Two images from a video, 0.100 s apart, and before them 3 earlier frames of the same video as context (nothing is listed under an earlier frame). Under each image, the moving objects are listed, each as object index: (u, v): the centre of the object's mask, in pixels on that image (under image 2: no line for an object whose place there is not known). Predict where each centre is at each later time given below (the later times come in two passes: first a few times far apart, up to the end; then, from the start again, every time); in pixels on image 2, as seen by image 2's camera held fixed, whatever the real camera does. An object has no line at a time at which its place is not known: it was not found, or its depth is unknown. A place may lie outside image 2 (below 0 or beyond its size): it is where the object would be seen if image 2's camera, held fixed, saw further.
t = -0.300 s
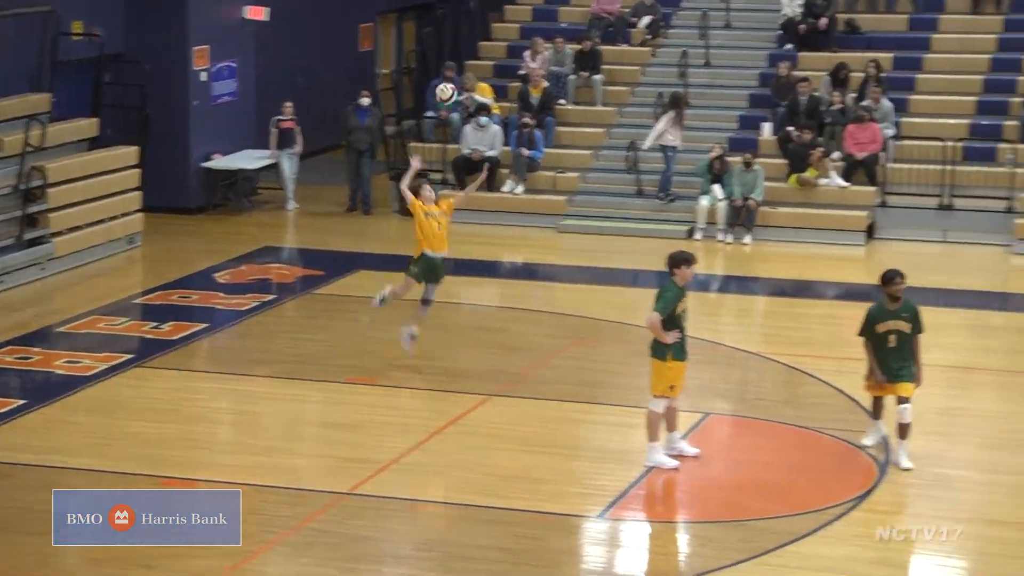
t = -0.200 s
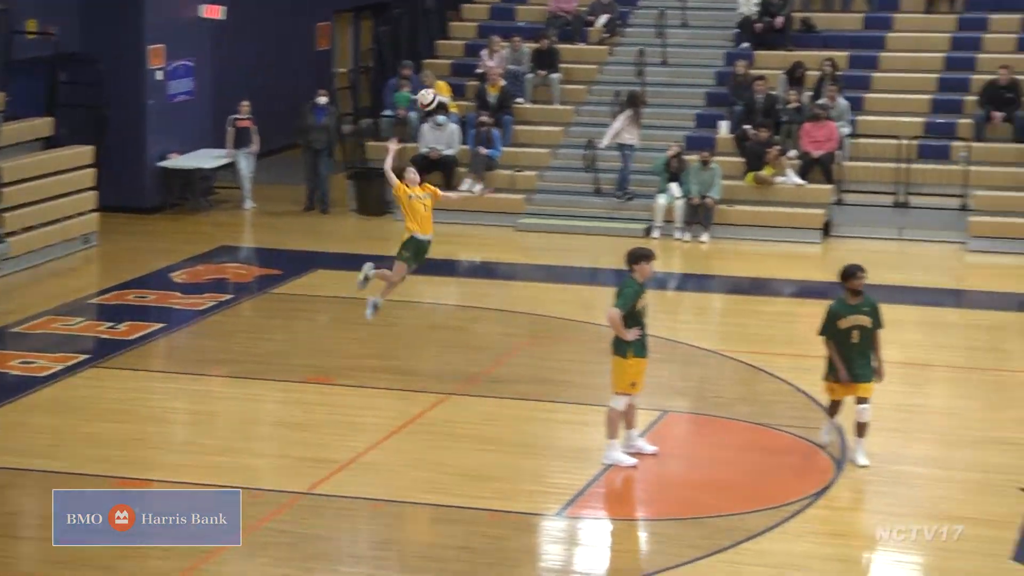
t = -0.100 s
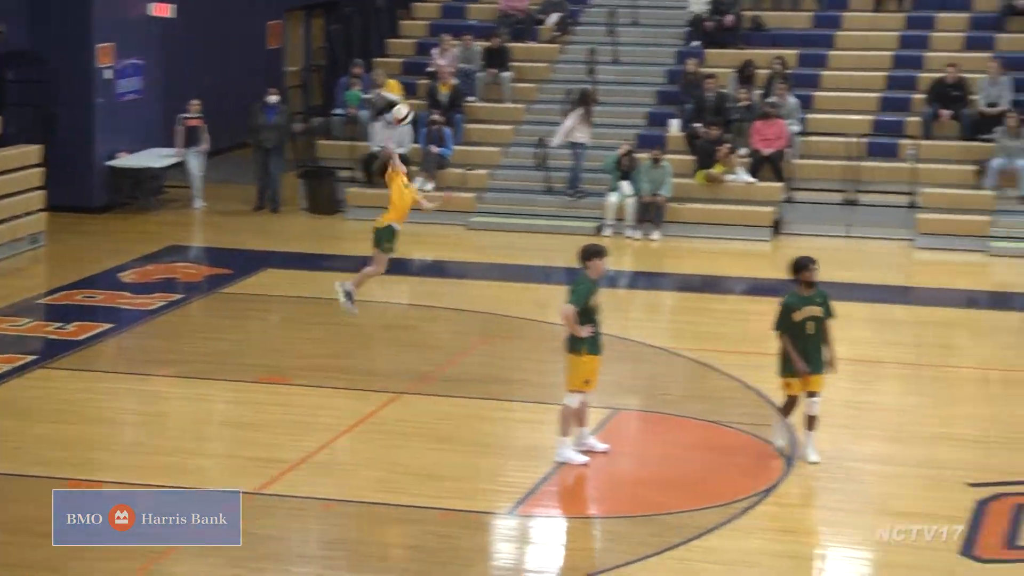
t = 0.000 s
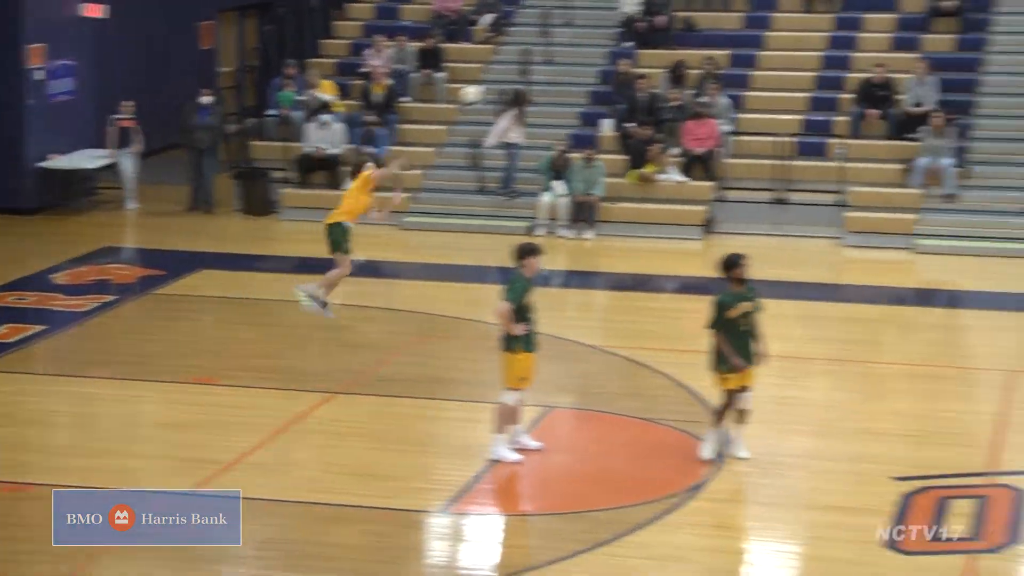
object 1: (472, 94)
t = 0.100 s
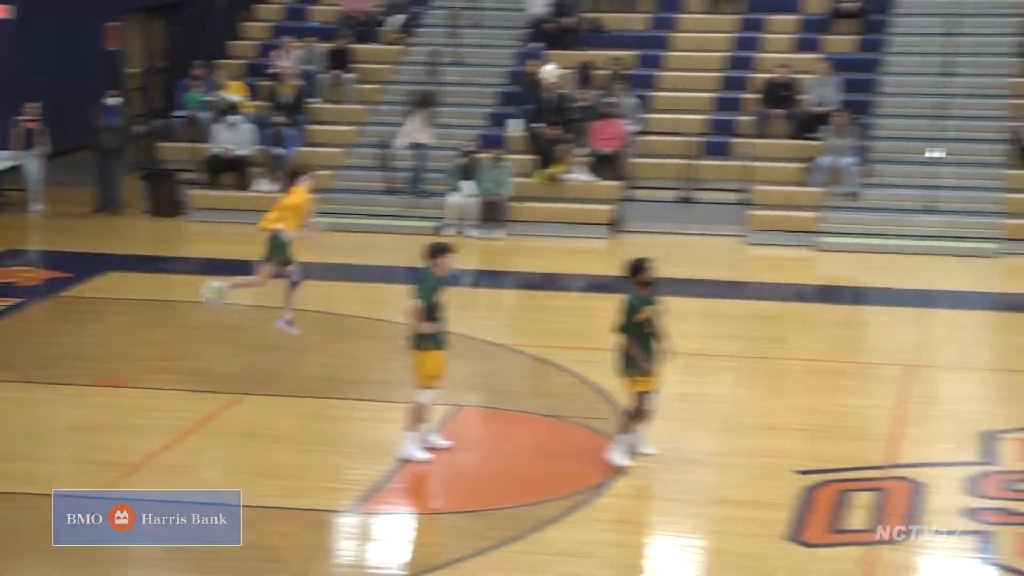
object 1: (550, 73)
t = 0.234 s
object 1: (783, 53)
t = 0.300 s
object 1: (903, 47)
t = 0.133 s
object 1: (609, 67)
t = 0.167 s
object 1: (665, 62)
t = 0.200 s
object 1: (725, 58)
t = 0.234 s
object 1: (783, 53)
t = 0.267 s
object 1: (843, 50)
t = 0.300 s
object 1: (903, 47)
